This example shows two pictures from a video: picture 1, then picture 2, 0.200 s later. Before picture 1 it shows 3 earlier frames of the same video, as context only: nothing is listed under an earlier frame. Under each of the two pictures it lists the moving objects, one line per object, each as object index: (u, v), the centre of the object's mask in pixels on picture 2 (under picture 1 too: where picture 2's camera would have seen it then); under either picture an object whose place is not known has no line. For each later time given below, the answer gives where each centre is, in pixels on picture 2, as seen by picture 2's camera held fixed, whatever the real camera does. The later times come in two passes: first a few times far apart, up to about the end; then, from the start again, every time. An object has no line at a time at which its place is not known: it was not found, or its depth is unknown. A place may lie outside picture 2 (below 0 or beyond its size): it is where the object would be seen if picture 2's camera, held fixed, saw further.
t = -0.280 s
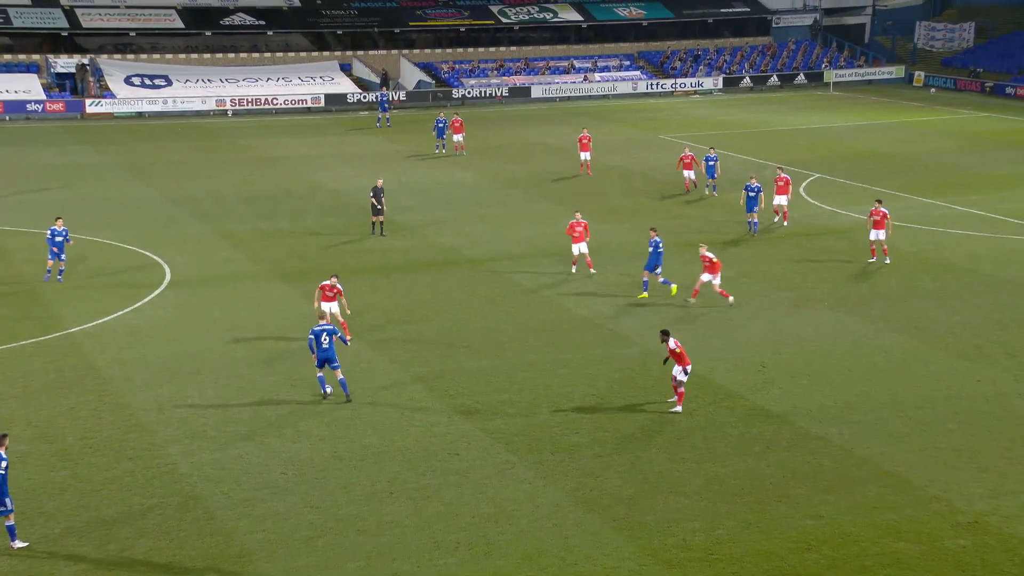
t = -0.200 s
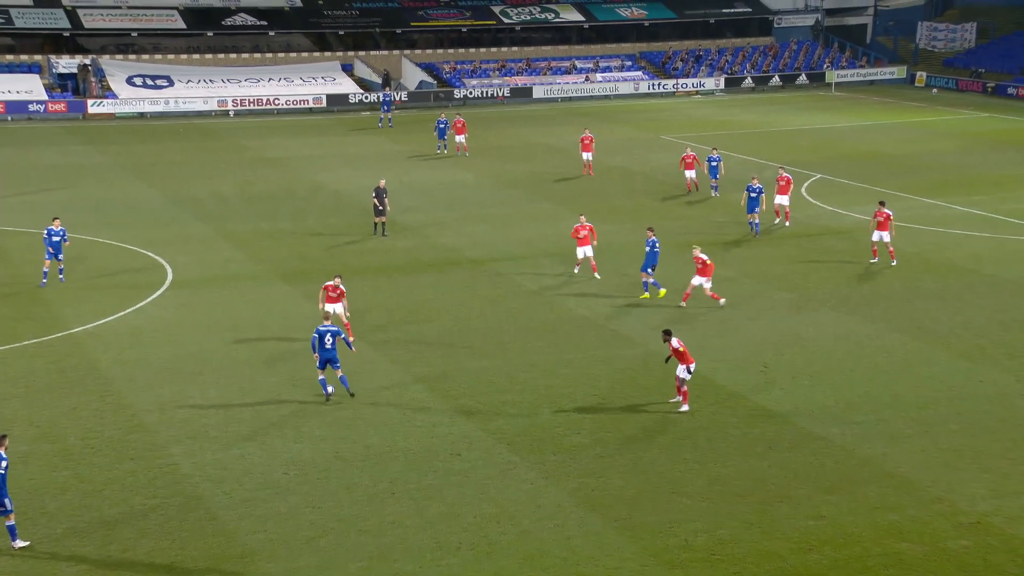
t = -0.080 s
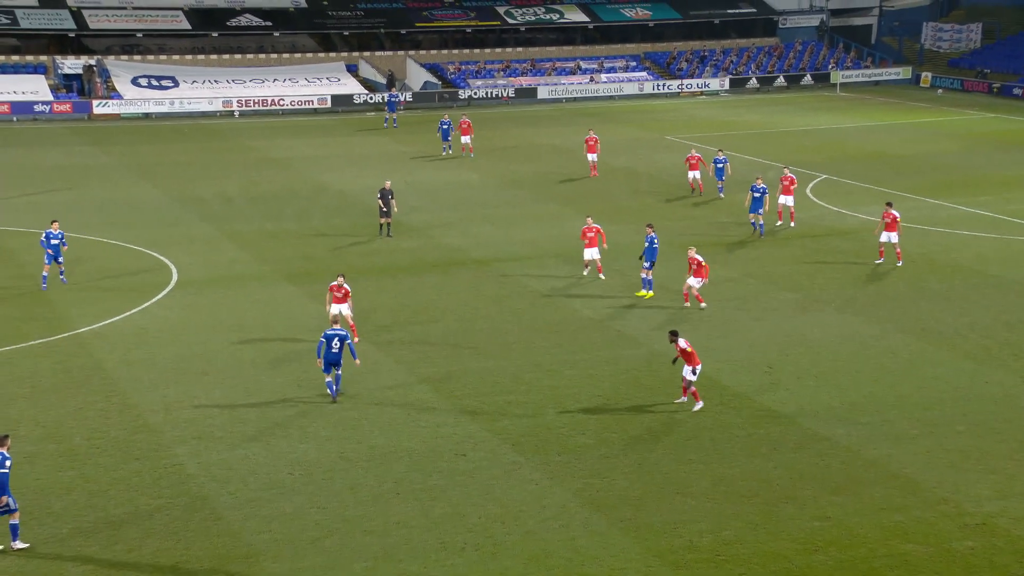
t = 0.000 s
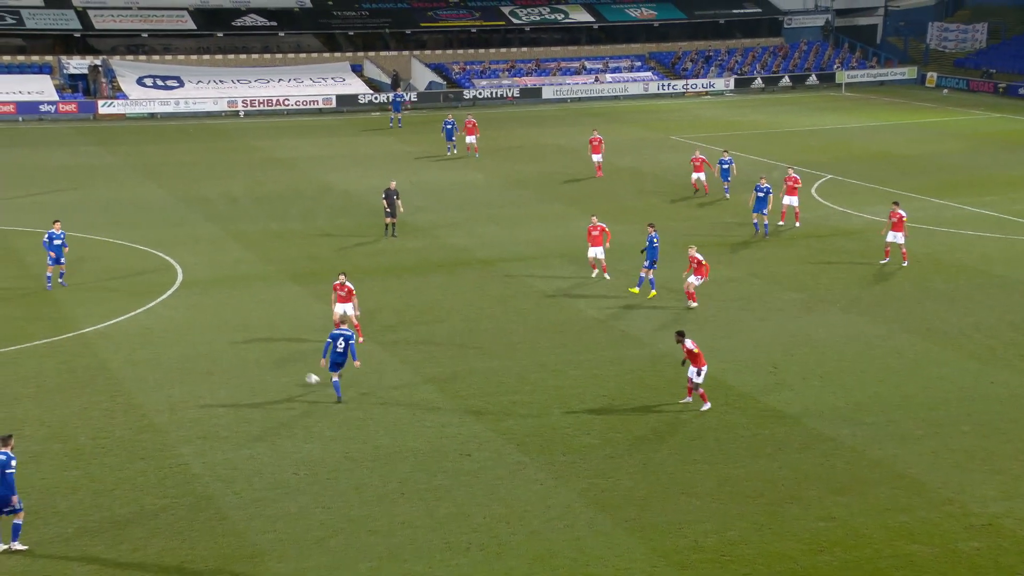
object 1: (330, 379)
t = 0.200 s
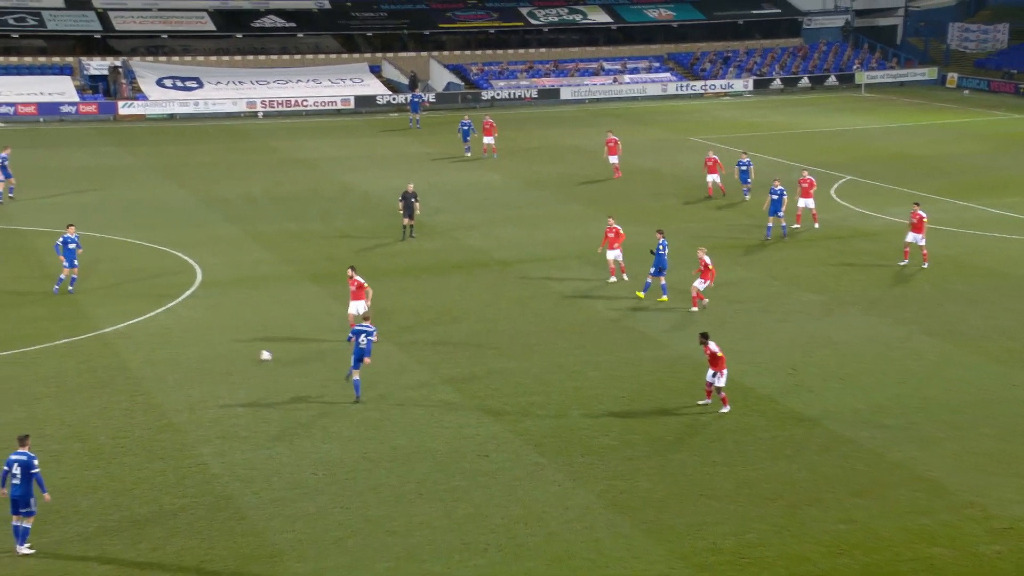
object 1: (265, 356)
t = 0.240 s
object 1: (253, 352)
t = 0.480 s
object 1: (190, 330)
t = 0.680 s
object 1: (145, 315)
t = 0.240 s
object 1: (253, 352)
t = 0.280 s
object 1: (242, 348)
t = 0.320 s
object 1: (231, 344)
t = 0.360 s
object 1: (220, 340)
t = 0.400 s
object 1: (210, 337)
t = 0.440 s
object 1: (200, 333)
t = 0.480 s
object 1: (190, 330)
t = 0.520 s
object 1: (180, 327)
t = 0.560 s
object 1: (171, 323)
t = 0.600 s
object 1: (163, 320)
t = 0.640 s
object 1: (153, 317)
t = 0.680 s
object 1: (145, 315)
